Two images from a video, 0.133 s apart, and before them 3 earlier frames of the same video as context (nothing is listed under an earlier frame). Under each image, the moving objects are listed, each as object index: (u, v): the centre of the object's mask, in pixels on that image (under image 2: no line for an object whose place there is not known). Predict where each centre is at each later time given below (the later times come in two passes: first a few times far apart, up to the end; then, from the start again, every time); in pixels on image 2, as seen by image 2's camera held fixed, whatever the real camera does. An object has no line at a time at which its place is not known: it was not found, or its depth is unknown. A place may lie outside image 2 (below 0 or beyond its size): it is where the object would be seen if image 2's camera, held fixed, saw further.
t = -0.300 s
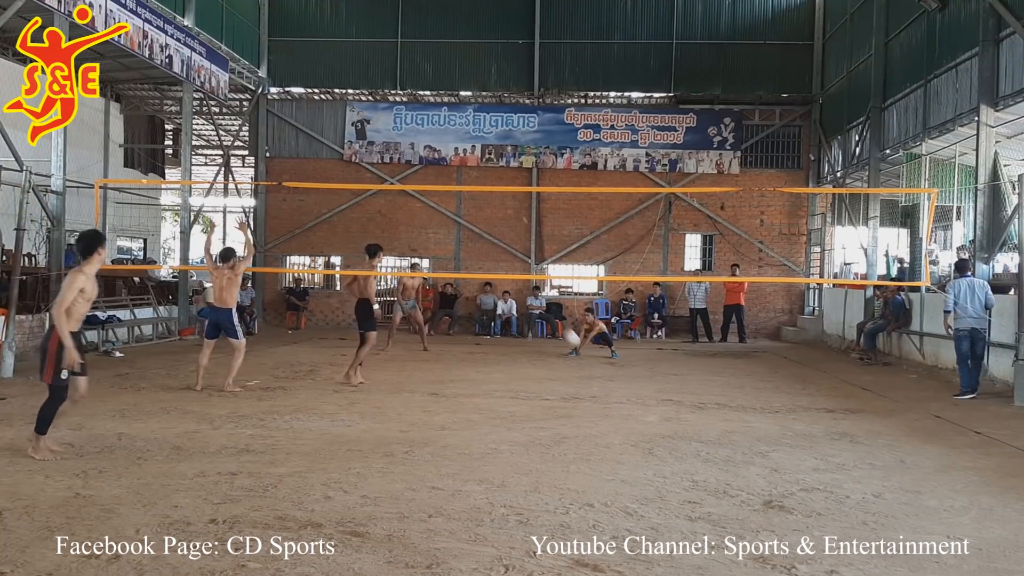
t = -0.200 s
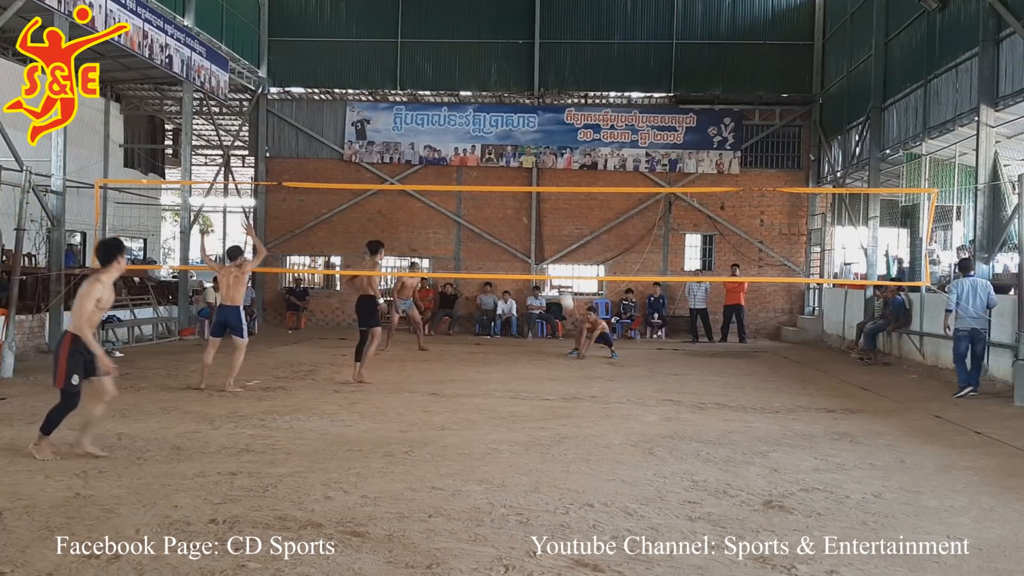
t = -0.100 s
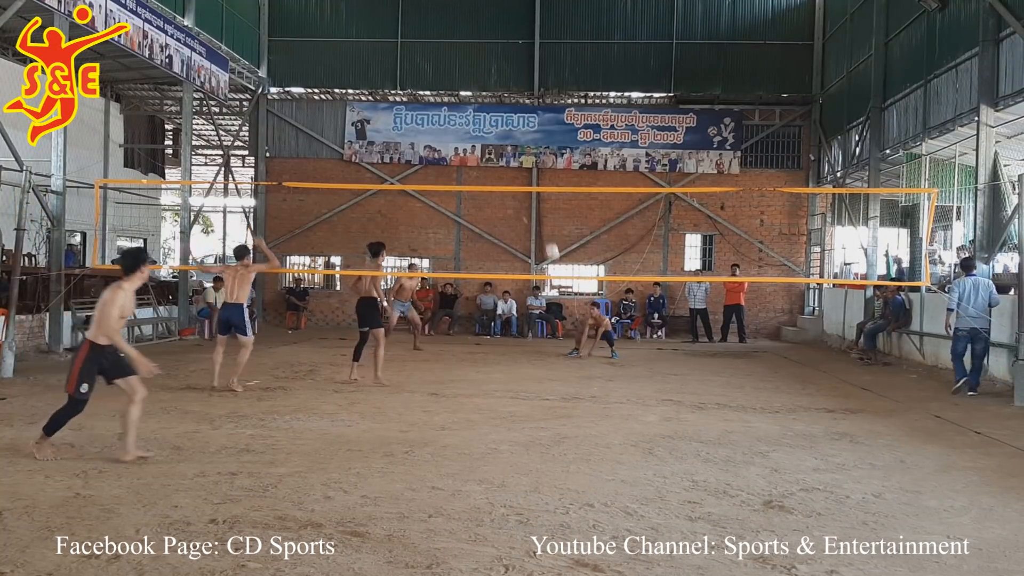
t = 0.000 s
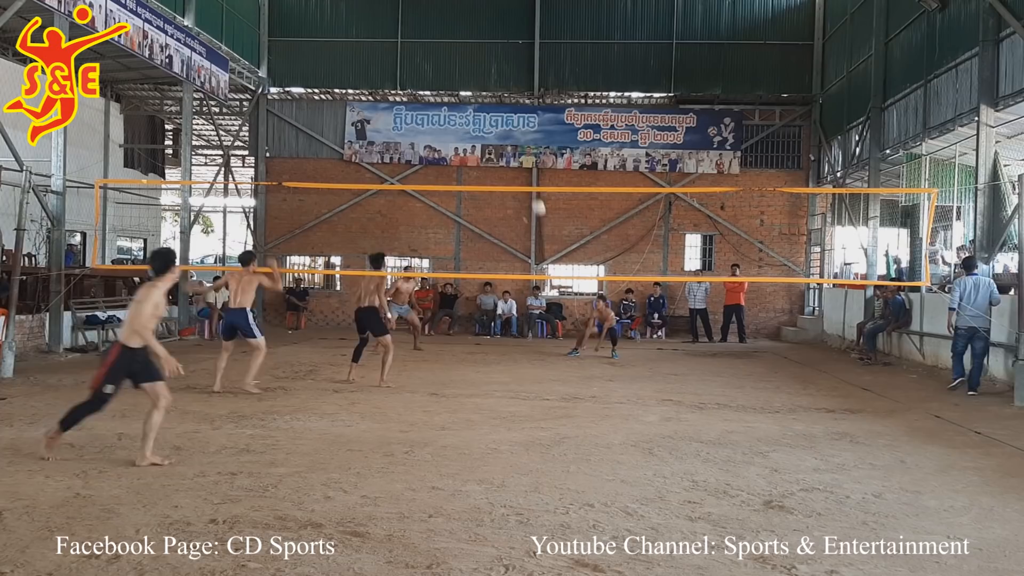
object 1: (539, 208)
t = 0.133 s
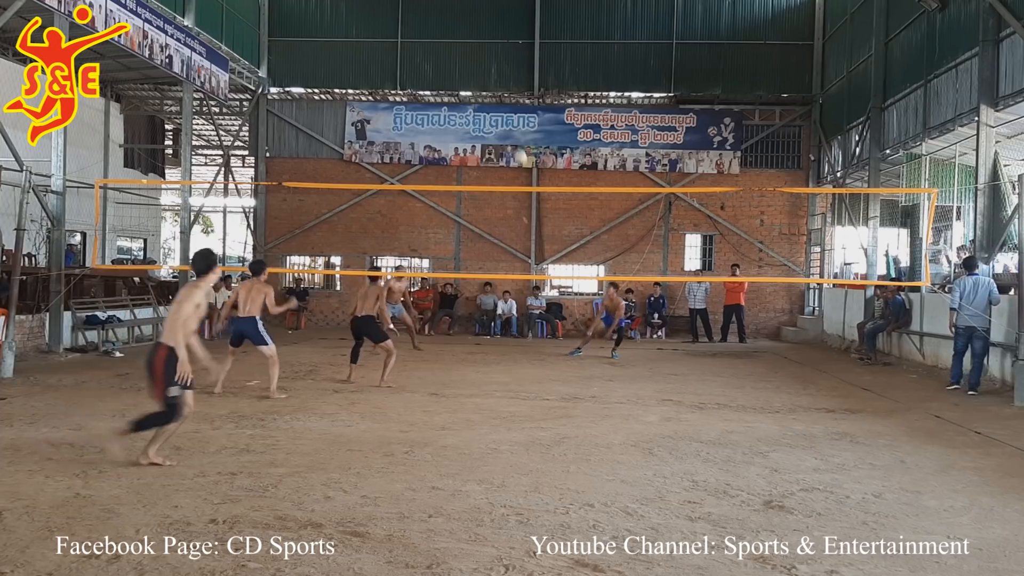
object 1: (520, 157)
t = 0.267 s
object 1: (502, 115)
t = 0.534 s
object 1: (466, 65)
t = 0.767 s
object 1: (433, 54)
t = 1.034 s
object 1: (395, 80)
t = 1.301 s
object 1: (355, 147)
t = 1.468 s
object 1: (329, 209)
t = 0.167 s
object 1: (516, 146)
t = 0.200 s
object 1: (512, 136)
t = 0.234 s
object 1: (508, 126)
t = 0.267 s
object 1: (502, 115)
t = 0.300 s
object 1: (498, 107)
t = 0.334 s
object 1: (493, 100)
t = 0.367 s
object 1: (488, 93)
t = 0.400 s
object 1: (484, 85)
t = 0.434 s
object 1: (479, 80)
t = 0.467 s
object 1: (475, 74)
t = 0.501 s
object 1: (470, 69)
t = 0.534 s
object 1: (466, 65)
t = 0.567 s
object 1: (461, 61)
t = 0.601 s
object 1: (456, 58)
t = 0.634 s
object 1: (452, 56)
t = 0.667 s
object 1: (447, 55)
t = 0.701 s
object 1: (442, 54)
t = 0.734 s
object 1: (438, 53)
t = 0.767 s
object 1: (433, 54)
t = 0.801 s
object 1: (428, 55)
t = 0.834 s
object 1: (424, 56)
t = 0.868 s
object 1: (419, 58)
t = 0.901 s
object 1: (414, 61)
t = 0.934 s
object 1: (409, 65)
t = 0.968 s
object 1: (405, 69)
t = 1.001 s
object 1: (400, 74)
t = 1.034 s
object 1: (395, 80)
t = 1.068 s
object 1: (390, 86)
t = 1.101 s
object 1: (385, 93)
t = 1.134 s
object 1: (381, 100)
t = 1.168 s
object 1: (376, 109)
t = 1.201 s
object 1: (371, 117)
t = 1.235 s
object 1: (366, 127)
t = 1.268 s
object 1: (360, 137)
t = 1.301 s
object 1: (355, 147)
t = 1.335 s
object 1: (350, 158)
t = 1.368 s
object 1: (345, 170)
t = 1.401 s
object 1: (340, 181)
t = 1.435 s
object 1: (335, 196)
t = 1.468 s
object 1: (329, 209)
